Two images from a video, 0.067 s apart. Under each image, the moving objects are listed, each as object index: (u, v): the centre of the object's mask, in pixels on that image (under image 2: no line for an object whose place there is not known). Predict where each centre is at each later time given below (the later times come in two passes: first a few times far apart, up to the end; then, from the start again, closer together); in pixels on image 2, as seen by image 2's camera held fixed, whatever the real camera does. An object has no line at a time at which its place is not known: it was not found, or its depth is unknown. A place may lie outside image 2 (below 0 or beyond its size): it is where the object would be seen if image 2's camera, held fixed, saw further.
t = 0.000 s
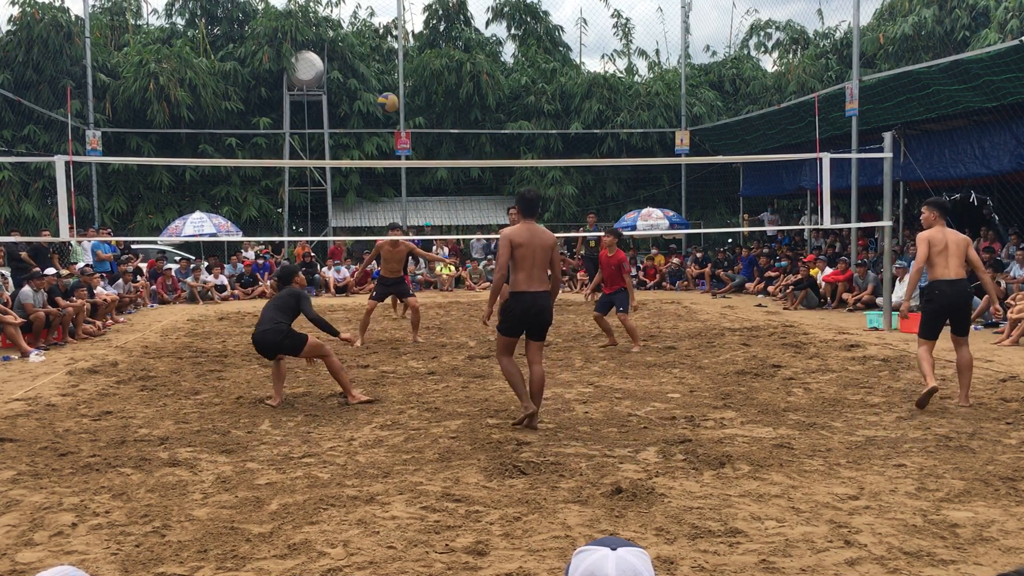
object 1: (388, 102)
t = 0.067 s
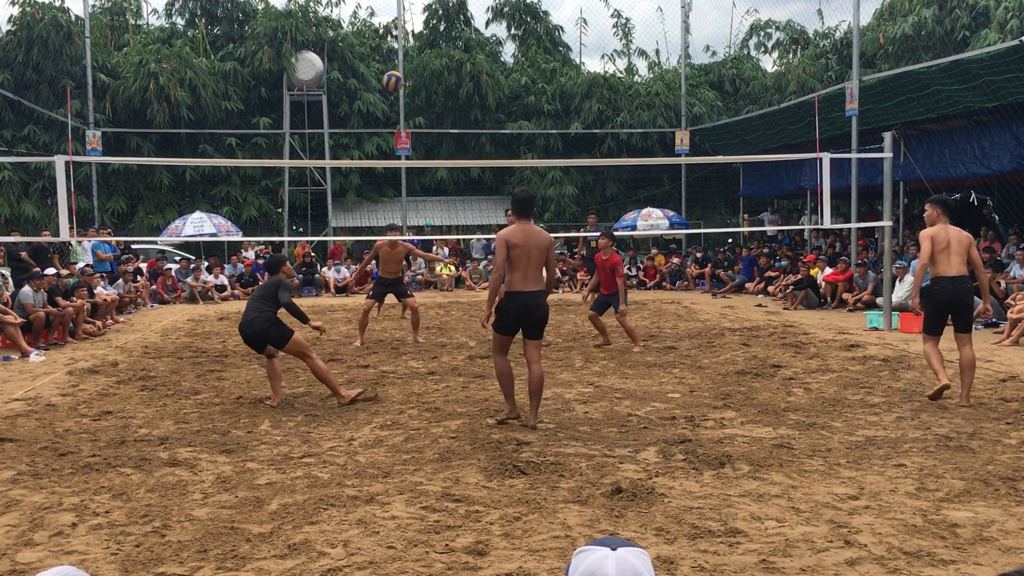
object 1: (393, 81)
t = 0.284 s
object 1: (410, 42)
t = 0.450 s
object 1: (422, 43)
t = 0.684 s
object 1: (439, 85)
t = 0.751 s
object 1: (443, 104)
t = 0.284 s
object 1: (410, 42)
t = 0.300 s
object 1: (411, 41)
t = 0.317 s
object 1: (412, 41)
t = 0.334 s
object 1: (414, 40)
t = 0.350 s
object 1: (415, 40)
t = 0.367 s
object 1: (416, 41)
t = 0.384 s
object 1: (417, 41)
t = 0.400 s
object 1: (418, 41)
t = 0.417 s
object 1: (419, 41)
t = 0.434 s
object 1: (421, 43)
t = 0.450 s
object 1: (422, 43)
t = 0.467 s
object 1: (423, 44)
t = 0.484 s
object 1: (424, 46)
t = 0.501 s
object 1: (426, 48)
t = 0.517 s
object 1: (427, 51)
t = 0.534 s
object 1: (428, 52)
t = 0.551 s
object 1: (430, 56)
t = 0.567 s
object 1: (431, 59)
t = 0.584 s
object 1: (431, 61)
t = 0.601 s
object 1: (433, 65)
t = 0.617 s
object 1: (434, 68)
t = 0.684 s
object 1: (439, 85)
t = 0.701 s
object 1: (440, 89)
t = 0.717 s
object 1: (441, 94)
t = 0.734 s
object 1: (442, 98)
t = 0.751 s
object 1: (443, 104)
